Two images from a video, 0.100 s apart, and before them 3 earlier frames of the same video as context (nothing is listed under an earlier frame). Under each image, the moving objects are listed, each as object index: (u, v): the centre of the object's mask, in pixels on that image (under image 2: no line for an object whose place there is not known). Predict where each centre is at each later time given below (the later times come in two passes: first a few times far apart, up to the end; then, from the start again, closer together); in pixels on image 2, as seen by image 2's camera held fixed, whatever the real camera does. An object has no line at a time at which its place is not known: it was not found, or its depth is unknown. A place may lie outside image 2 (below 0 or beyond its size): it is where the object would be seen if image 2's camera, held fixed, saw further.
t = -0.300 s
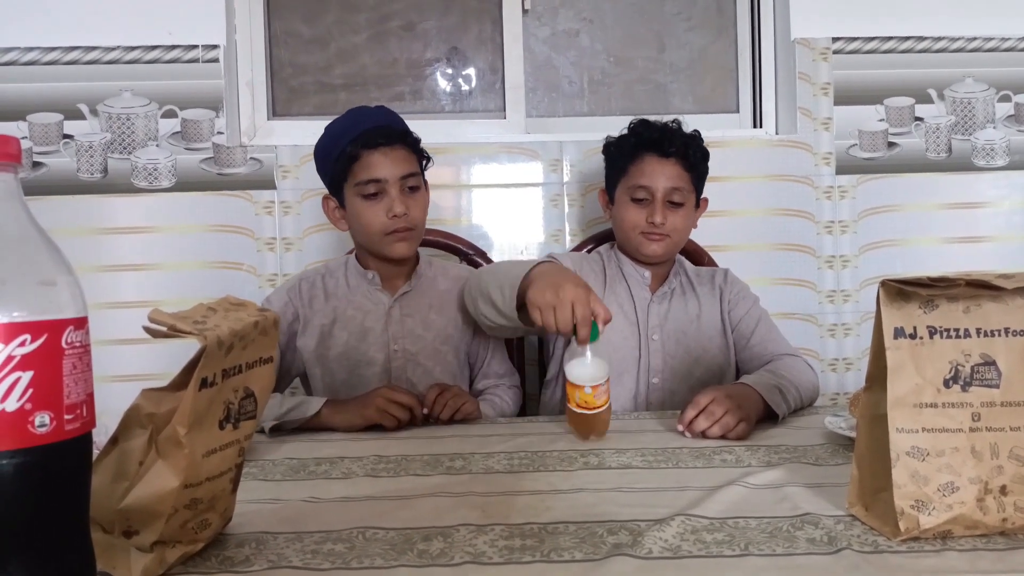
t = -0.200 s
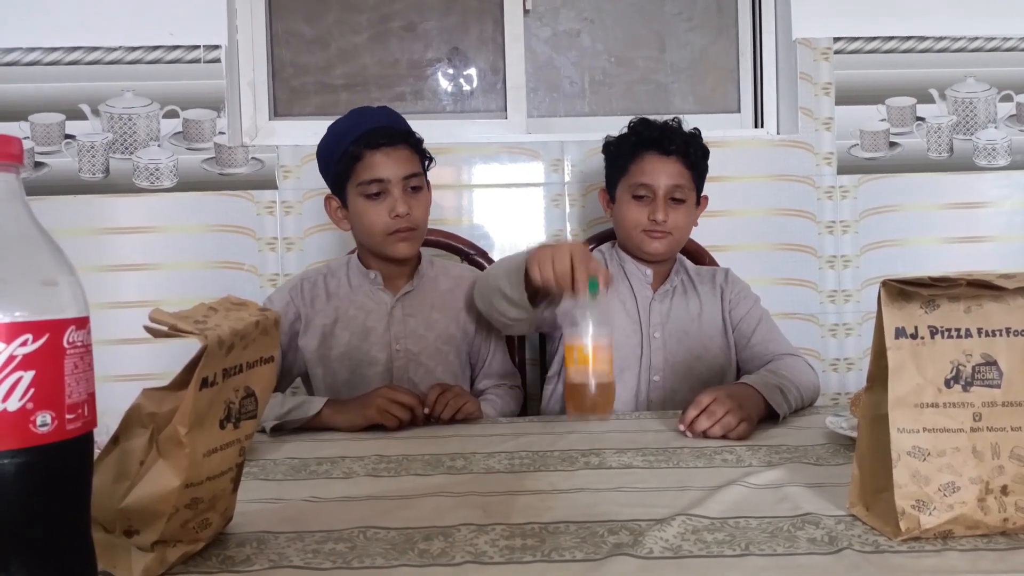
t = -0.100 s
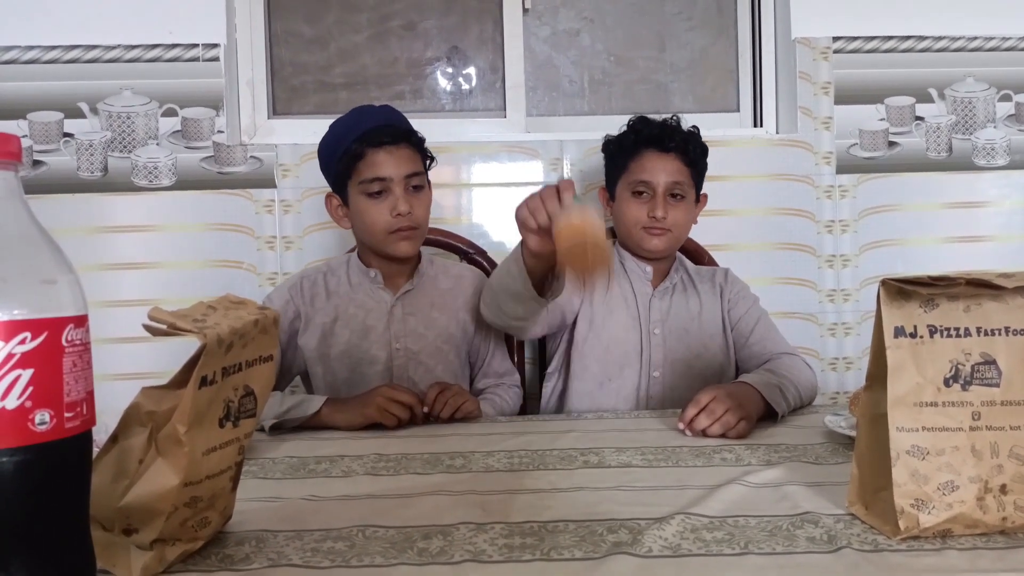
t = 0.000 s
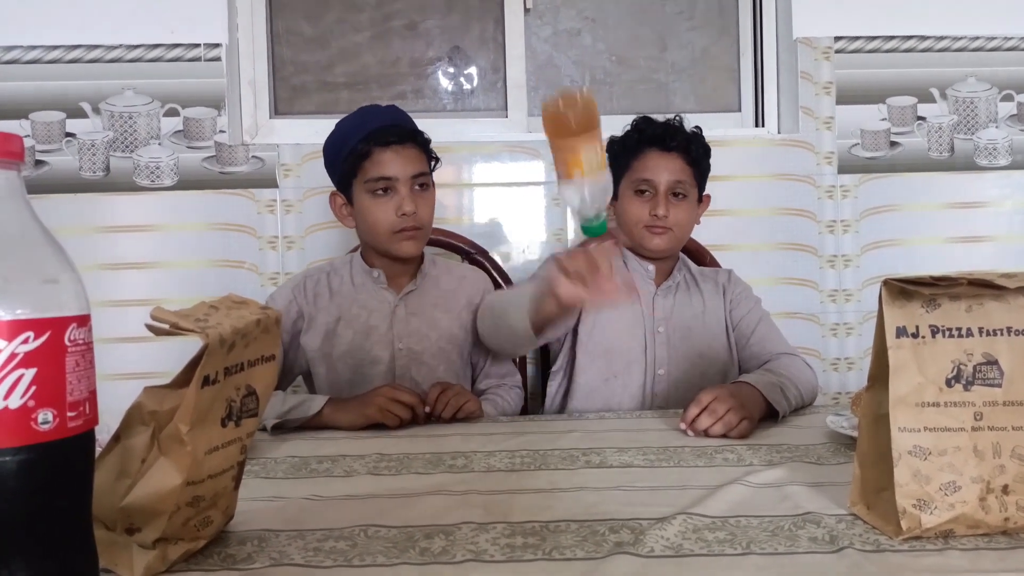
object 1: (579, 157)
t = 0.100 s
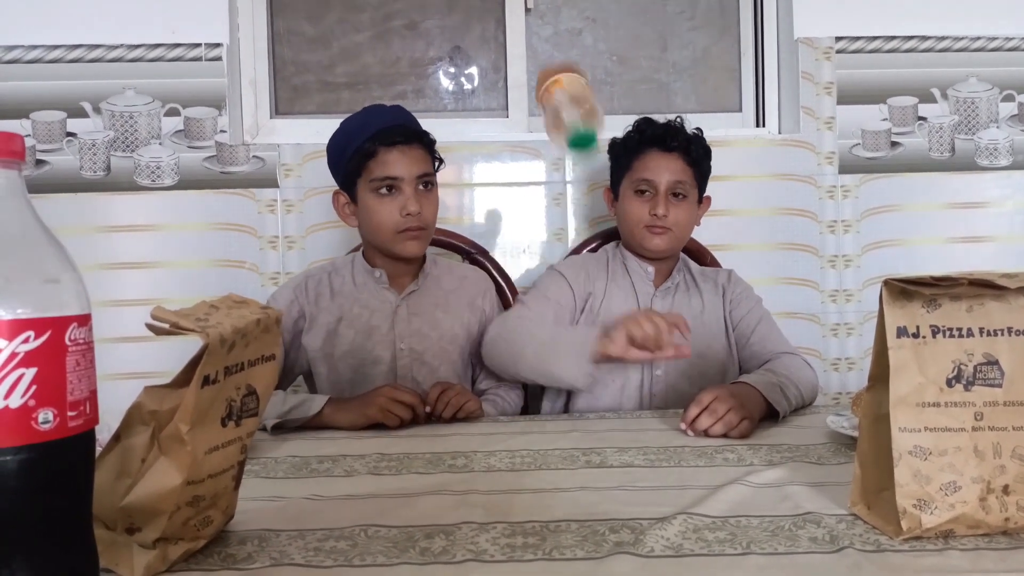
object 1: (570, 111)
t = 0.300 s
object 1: (552, 326)
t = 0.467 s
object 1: (562, 402)
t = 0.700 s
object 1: (563, 403)
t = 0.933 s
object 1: (563, 404)
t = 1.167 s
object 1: (562, 404)
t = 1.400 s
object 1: (563, 404)
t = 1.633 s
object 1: (563, 404)
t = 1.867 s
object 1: (563, 403)
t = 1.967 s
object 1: (562, 403)
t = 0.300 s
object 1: (552, 326)
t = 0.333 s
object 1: (551, 398)
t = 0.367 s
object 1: (553, 407)
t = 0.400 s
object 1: (559, 405)
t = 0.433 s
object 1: (560, 404)
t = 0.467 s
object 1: (562, 402)
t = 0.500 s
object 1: (564, 403)
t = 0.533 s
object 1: (567, 402)
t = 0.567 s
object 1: (569, 401)
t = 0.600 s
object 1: (568, 401)
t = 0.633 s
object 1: (567, 401)
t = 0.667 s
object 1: (565, 402)
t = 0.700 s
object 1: (563, 403)
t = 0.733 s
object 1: (563, 404)
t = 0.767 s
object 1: (563, 404)
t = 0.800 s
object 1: (563, 404)
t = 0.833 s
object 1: (563, 404)
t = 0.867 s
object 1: (563, 404)
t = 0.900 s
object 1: (563, 404)
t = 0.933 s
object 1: (563, 404)
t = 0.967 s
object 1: (563, 404)
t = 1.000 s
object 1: (563, 404)
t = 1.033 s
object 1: (563, 404)
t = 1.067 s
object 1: (563, 404)
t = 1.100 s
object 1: (563, 405)
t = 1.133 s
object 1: (563, 404)
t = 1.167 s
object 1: (562, 404)
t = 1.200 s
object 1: (562, 403)
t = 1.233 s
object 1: (562, 404)
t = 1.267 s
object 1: (562, 404)
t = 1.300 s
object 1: (562, 404)
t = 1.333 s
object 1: (562, 404)
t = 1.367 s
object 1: (563, 404)
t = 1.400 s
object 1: (563, 404)
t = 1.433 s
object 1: (563, 404)
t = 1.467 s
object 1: (562, 404)
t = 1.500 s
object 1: (563, 404)
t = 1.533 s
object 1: (563, 404)
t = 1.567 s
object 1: (562, 404)
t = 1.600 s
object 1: (563, 404)
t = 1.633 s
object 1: (563, 404)
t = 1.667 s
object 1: (563, 404)
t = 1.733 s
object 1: (562, 403)
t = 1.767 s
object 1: (562, 403)
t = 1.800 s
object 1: (563, 404)
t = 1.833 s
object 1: (563, 404)
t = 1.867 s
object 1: (563, 403)
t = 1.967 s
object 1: (562, 403)
